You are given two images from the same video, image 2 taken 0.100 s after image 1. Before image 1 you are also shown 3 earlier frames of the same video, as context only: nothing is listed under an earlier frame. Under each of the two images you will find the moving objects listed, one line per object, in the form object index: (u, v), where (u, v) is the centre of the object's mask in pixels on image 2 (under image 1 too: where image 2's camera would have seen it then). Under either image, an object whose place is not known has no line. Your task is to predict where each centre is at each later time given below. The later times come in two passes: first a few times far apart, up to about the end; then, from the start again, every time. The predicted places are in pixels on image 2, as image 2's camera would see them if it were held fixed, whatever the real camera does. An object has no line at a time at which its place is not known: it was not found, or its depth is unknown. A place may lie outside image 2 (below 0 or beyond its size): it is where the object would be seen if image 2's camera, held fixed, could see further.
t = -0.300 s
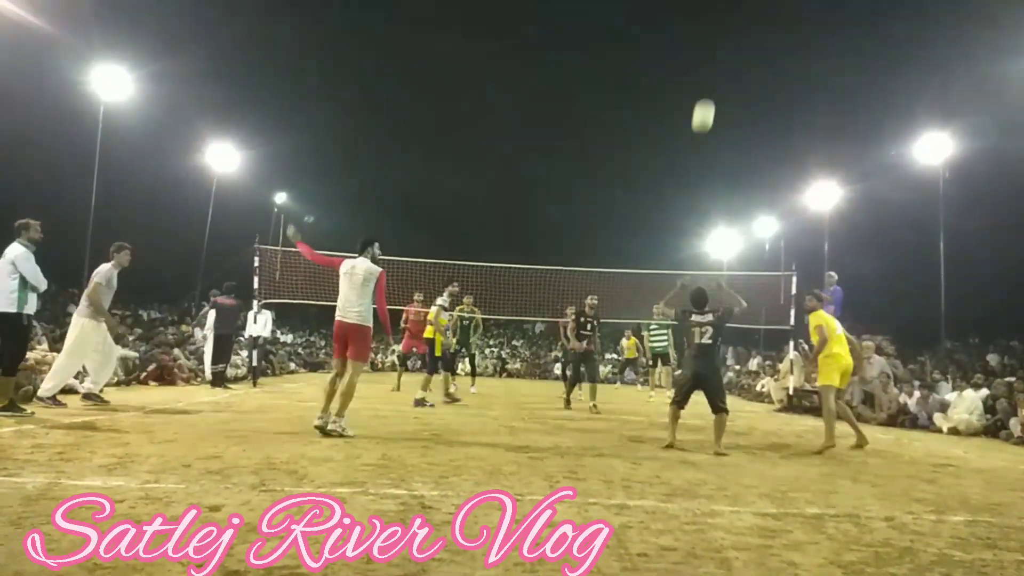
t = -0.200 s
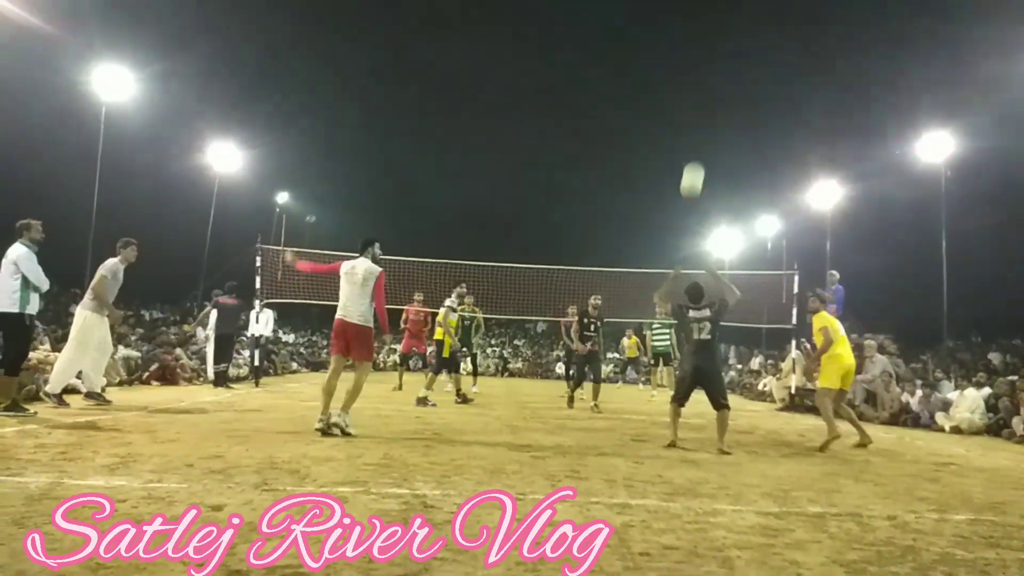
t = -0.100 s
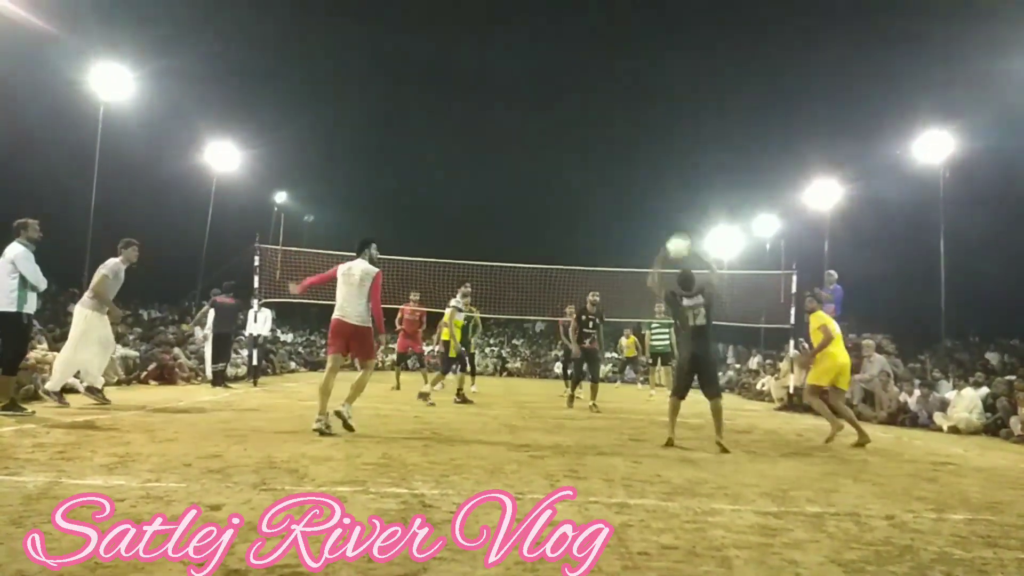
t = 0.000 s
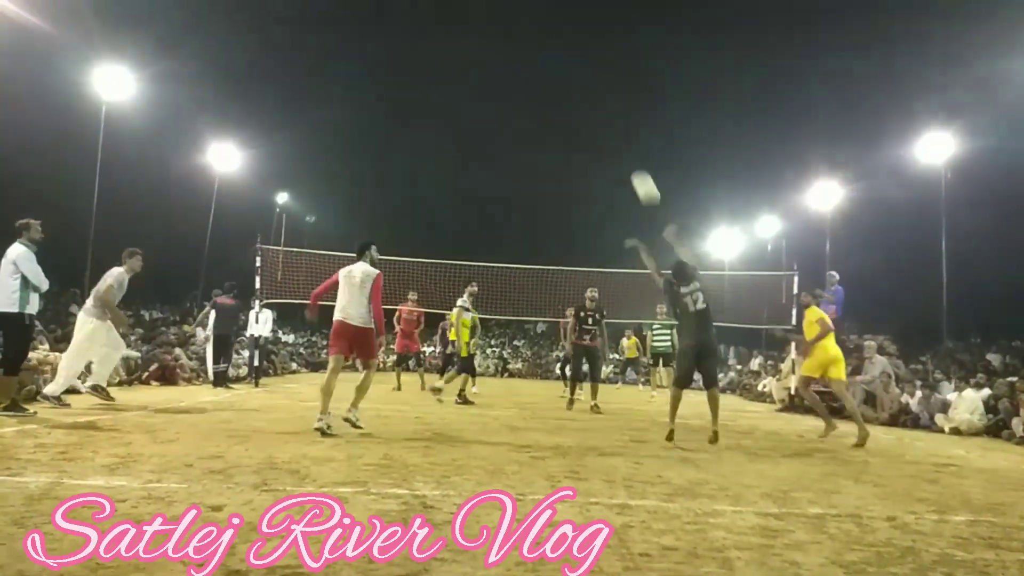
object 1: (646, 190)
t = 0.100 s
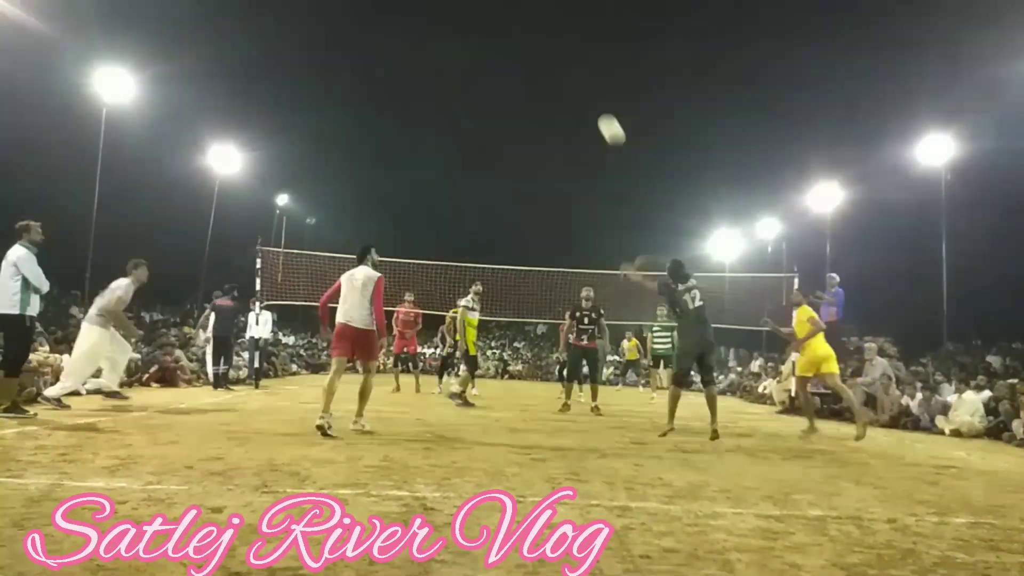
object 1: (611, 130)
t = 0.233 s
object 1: (571, 72)
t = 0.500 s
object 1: (505, 14)
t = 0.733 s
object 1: (456, 12)
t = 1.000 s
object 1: (405, 53)
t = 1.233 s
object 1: (367, 119)
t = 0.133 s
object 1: (601, 113)
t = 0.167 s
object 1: (590, 98)
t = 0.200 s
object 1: (581, 84)
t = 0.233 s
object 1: (571, 72)
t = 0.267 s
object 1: (562, 60)
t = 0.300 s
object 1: (554, 51)
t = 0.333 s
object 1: (545, 41)
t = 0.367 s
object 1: (537, 34)
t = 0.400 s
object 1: (529, 27)
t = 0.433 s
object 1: (521, 22)
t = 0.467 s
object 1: (513, 17)
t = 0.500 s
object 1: (505, 14)
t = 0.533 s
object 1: (498, 11)
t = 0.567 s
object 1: (490, 10)
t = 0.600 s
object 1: (483, 9)
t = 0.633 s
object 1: (476, 9)
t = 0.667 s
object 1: (469, 9)
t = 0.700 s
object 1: (462, 10)
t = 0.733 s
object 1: (456, 12)
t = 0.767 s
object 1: (449, 15)
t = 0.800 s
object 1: (442, 19)
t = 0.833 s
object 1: (436, 23)
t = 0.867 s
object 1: (430, 27)
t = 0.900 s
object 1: (423, 33)
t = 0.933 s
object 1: (417, 39)
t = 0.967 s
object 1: (411, 45)
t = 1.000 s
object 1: (405, 53)
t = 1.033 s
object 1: (400, 60)
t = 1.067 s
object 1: (394, 69)
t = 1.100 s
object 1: (388, 78)
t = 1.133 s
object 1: (383, 87)
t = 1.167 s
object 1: (377, 98)
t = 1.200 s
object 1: (372, 108)
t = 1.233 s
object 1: (367, 119)
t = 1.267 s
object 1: (361, 130)
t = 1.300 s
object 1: (356, 142)
